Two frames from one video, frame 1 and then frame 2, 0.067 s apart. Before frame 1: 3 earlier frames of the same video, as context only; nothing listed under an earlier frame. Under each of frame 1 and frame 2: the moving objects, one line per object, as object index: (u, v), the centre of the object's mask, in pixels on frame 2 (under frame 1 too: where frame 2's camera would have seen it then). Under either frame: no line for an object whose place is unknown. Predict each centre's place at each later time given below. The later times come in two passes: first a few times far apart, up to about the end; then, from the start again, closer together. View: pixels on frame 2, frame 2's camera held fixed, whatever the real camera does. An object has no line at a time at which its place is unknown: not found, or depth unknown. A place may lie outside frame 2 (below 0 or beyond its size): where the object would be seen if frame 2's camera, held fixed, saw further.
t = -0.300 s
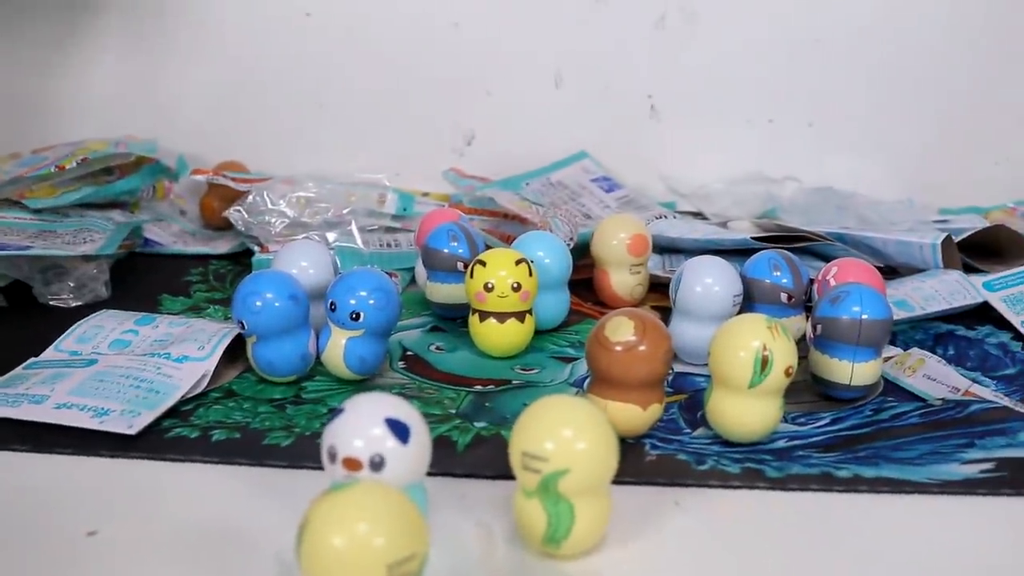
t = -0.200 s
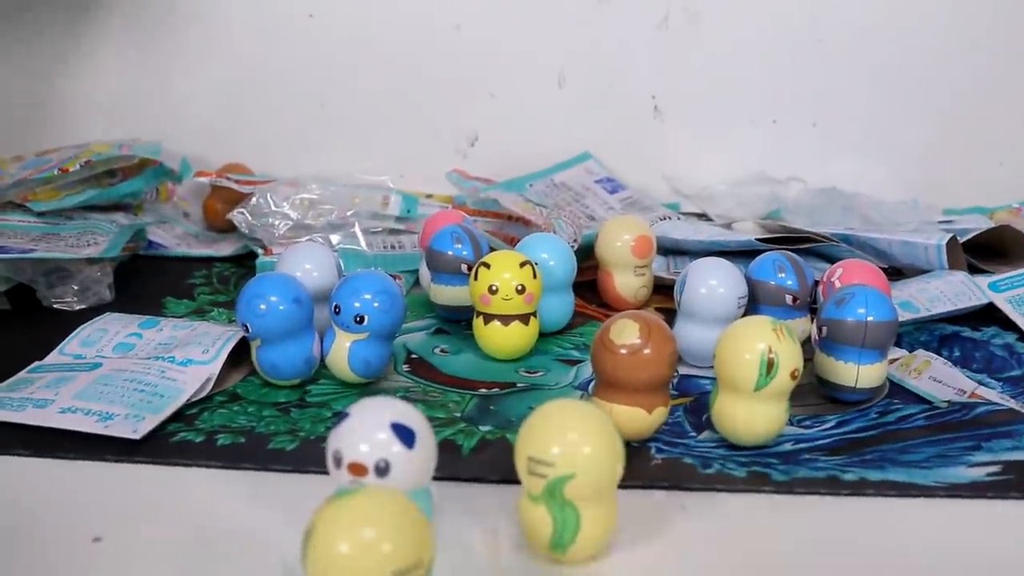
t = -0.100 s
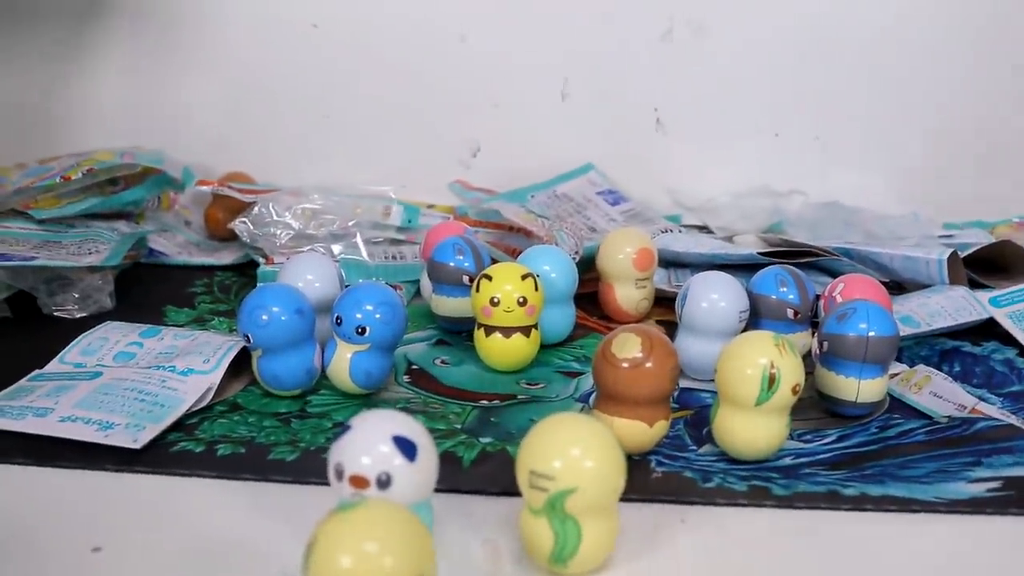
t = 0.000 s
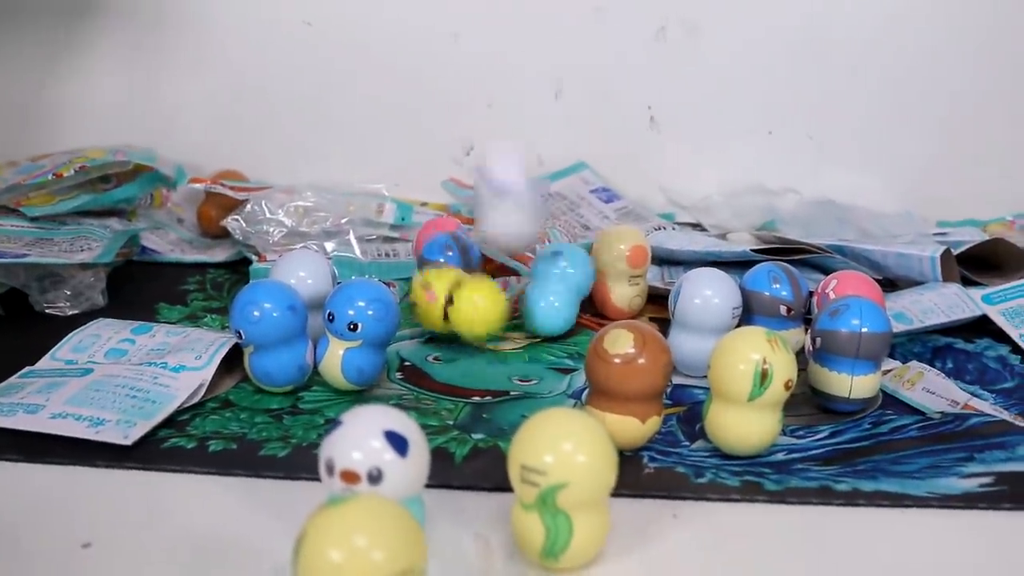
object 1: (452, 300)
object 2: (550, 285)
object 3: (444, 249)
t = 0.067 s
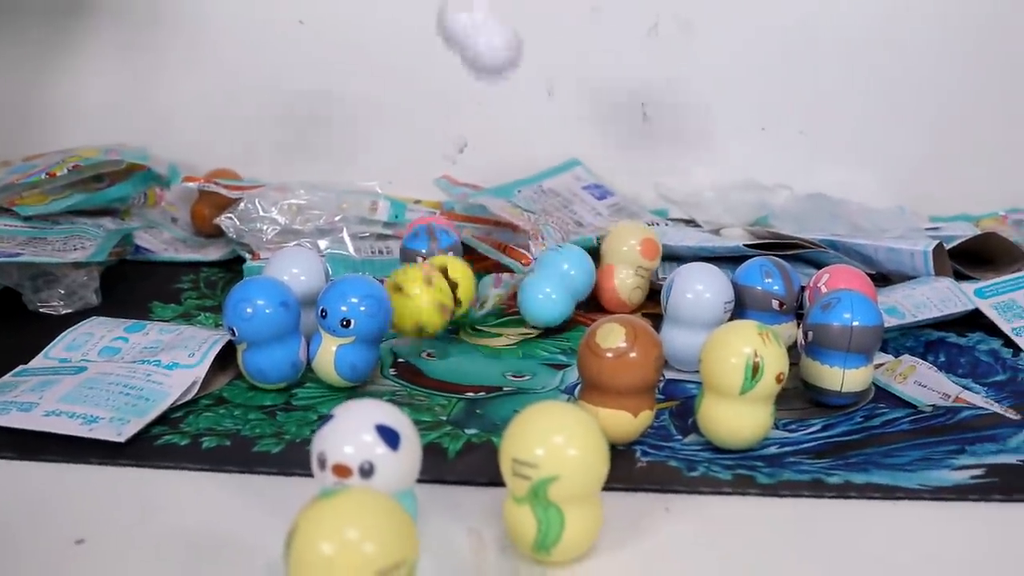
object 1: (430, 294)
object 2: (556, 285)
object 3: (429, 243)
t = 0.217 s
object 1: (405, 287)
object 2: (538, 283)
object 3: (438, 256)
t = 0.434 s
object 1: (406, 299)
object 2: (506, 302)
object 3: (444, 264)
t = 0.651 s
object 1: (379, 271)
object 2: (528, 283)
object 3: (437, 269)
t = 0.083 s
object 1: (430, 312)
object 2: (555, 285)
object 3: (428, 249)
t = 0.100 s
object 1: (432, 312)
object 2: (554, 285)
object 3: (428, 252)
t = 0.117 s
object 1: (436, 302)
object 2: (552, 285)
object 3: (426, 246)
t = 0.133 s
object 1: (435, 287)
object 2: (551, 285)
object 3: (420, 240)
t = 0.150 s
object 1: (431, 283)
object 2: (549, 285)
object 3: (417, 237)
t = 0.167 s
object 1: (424, 285)
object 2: (546, 284)
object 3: (428, 233)
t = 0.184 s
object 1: (417, 285)
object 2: (544, 284)
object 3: (446, 250)
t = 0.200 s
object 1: (410, 285)
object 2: (541, 283)
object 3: (441, 256)
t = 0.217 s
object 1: (405, 287)
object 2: (538, 283)
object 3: (438, 256)
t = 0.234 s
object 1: (401, 289)
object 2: (535, 282)
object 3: (436, 260)
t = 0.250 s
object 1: (399, 292)
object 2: (531, 283)
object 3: (435, 261)
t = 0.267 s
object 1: (398, 295)
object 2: (528, 283)
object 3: (434, 261)
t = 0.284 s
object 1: (397, 299)
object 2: (524, 284)
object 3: (433, 263)
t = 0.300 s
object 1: (398, 302)
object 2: (520, 286)
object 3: (434, 263)
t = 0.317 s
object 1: (399, 306)
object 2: (517, 288)
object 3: (435, 264)
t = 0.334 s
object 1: (399, 307)
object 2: (515, 290)
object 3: (436, 264)
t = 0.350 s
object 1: (400, 308)
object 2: (512, 293)
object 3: (436, 264)
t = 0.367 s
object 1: (401, 307)
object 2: (510, 295)
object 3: (438, 265)
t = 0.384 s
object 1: (402, 306)
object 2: (508, 297)
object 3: (440, 265)
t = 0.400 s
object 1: (403, 304)
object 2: (507, 299)
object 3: (442, 264)
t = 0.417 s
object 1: (405, 302)
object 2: (507, 301)
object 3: (443, 264)
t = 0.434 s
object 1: (406, 299)
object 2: (506, 302)
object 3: (444, 264)
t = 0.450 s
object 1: (407, 296)
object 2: (507, 302)
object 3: (445, 263)
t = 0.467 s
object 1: (407, 294)
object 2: (507, 301)
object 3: (445, 260)
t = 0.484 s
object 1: (407, 290)
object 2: (508, 300)
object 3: (447, 264)
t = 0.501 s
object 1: (407, 287)
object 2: (509, 299)
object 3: (447, 266)
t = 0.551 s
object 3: (445, 269)
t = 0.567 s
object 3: (443, 268)
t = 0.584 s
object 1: (394, 276)
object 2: (518, 289)
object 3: (442, 269)
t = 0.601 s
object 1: (390, 274)
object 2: (520, 288)
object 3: (440, 269)
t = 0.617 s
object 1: (386, 273)
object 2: (523, 286)
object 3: (439, 269)
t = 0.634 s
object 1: (382, 272)
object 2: (526, 285)
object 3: (437, 269)
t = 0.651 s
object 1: (379, 271)
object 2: (528, 283)
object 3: (437, 269)
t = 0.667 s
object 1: (376, 270)
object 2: (530, 283)
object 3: (436, 269)
